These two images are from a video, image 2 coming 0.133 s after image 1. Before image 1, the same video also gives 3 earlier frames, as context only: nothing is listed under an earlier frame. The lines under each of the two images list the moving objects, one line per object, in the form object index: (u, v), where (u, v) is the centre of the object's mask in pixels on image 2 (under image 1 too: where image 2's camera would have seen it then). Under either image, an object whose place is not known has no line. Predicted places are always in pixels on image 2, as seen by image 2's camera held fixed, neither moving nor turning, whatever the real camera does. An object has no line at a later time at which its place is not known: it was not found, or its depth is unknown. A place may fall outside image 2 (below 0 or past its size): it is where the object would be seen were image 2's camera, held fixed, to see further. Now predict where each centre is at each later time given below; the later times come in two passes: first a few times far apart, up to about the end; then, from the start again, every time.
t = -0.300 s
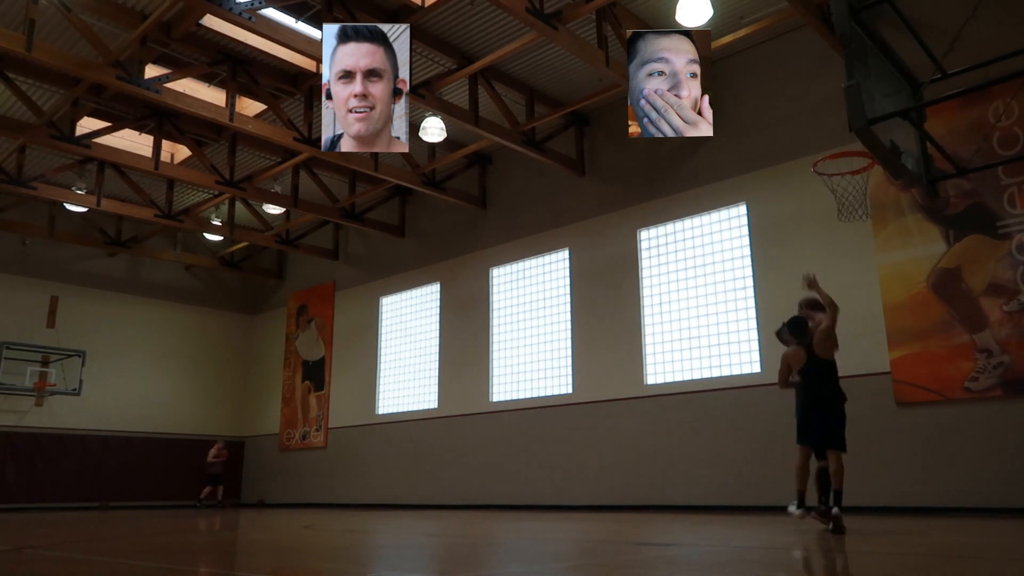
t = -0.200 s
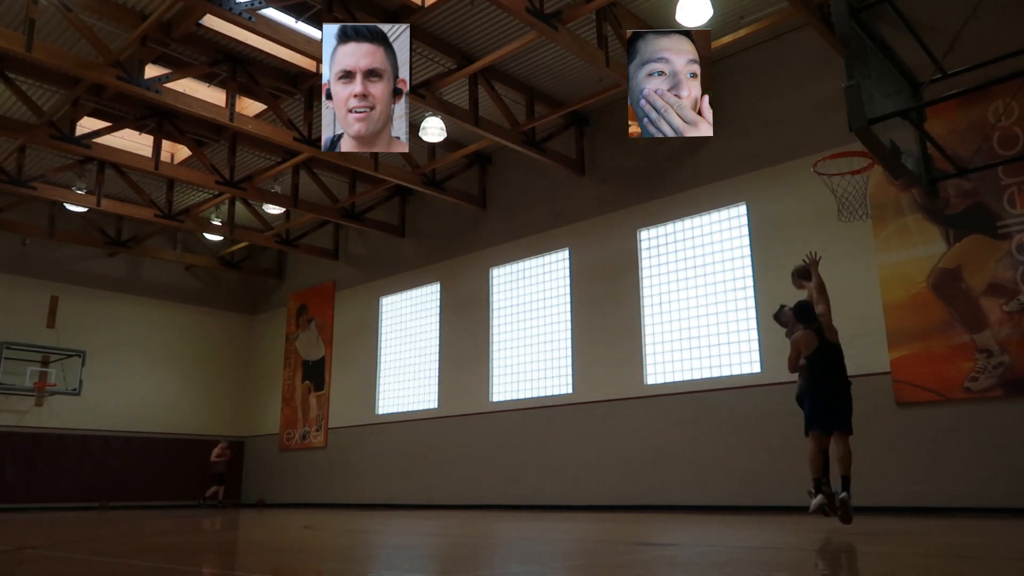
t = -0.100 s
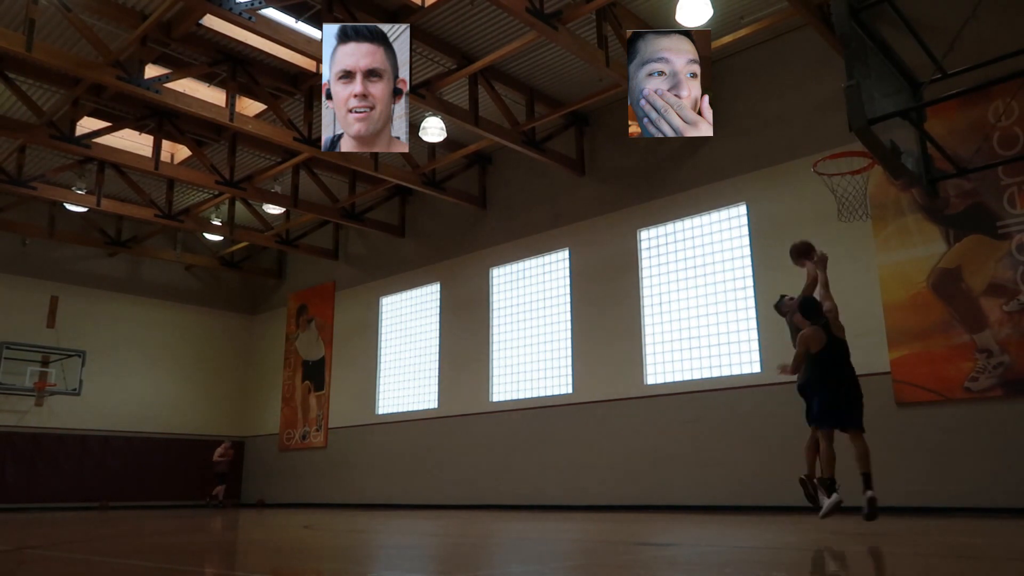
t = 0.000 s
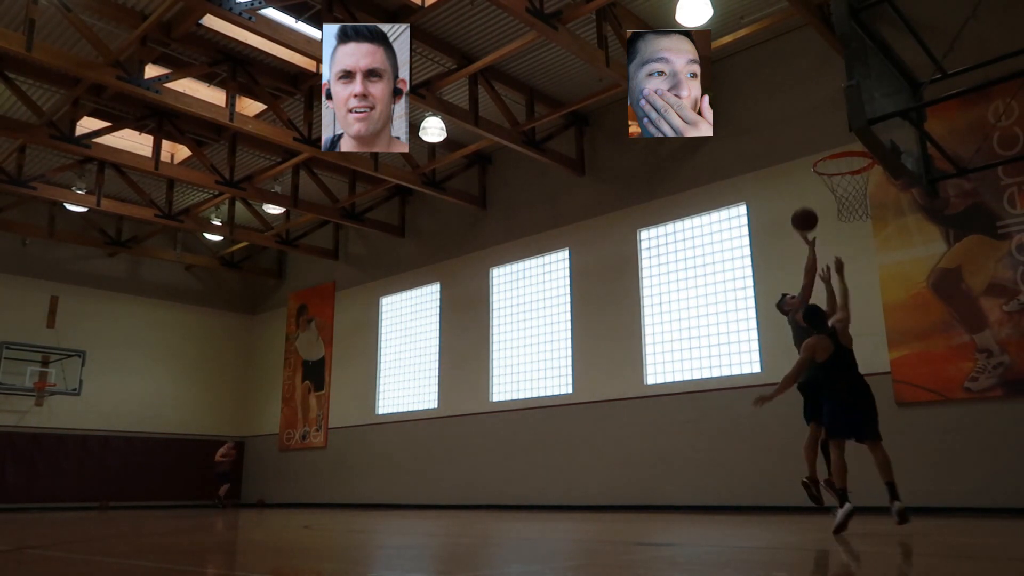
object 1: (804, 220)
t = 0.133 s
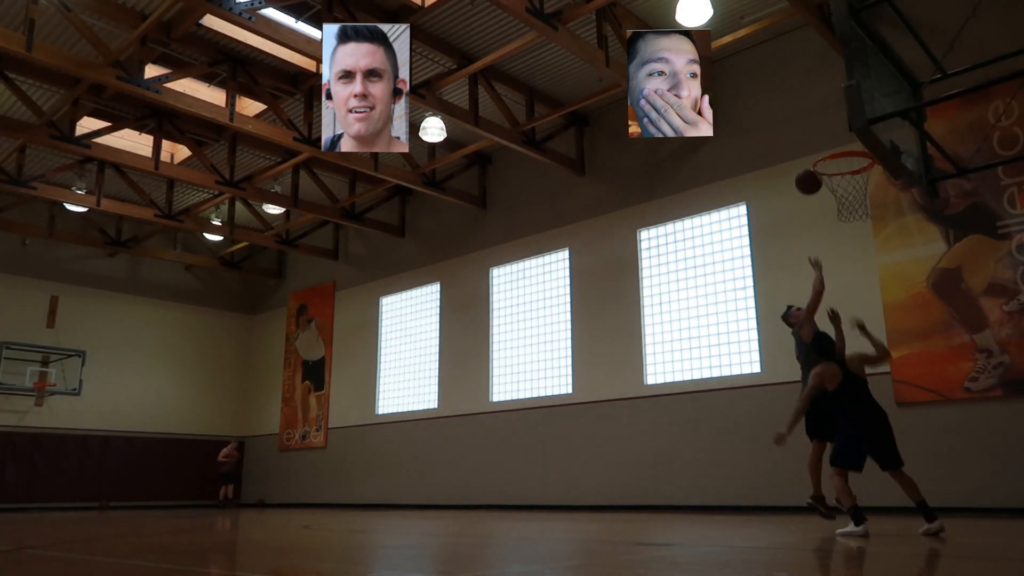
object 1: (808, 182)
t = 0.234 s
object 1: (810, 163)
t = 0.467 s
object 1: (829, 157)
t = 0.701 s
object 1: (852, 200)
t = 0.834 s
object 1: (863, 237)
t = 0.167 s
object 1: (810, 175)
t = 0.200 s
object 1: (811, 169)
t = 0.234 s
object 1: (810, 163)
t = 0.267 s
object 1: (814, 159)
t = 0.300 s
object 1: (817, 156)
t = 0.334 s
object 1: (819, 154)
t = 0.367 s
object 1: (821, 153)
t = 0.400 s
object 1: (823, 150)
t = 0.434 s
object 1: (826, 155)
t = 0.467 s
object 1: (829, 157)
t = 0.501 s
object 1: (832, 162)
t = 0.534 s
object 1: (836, 168)
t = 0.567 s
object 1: (839, 173)
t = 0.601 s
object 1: (843, 180)
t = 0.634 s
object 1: (846, 188)
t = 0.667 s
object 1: (849, 194)
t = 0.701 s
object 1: (852, 200)
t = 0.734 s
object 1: (854, 207)
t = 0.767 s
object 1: (857, 216)
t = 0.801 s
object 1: (860, 225)
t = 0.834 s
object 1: (863, 237)
